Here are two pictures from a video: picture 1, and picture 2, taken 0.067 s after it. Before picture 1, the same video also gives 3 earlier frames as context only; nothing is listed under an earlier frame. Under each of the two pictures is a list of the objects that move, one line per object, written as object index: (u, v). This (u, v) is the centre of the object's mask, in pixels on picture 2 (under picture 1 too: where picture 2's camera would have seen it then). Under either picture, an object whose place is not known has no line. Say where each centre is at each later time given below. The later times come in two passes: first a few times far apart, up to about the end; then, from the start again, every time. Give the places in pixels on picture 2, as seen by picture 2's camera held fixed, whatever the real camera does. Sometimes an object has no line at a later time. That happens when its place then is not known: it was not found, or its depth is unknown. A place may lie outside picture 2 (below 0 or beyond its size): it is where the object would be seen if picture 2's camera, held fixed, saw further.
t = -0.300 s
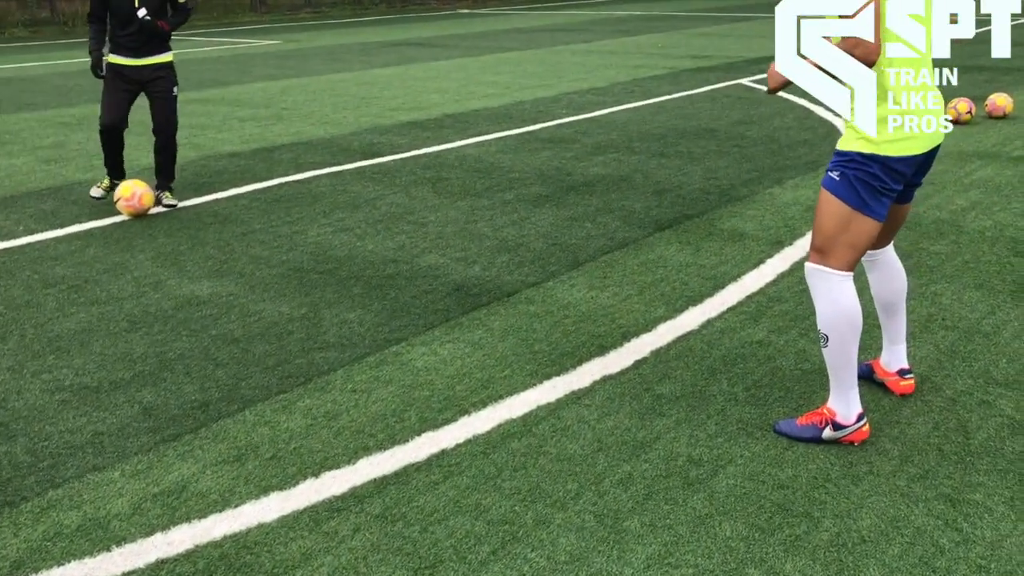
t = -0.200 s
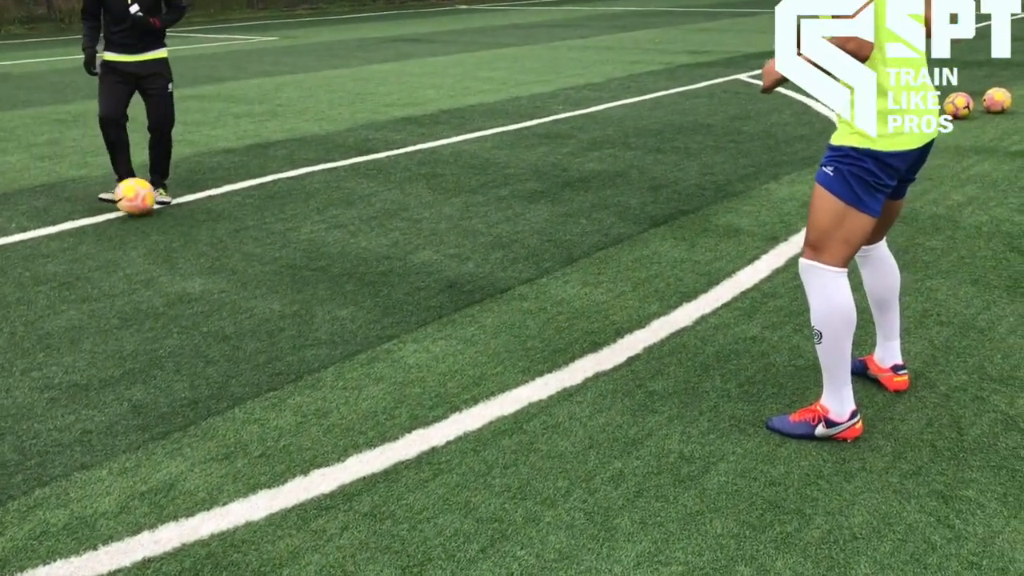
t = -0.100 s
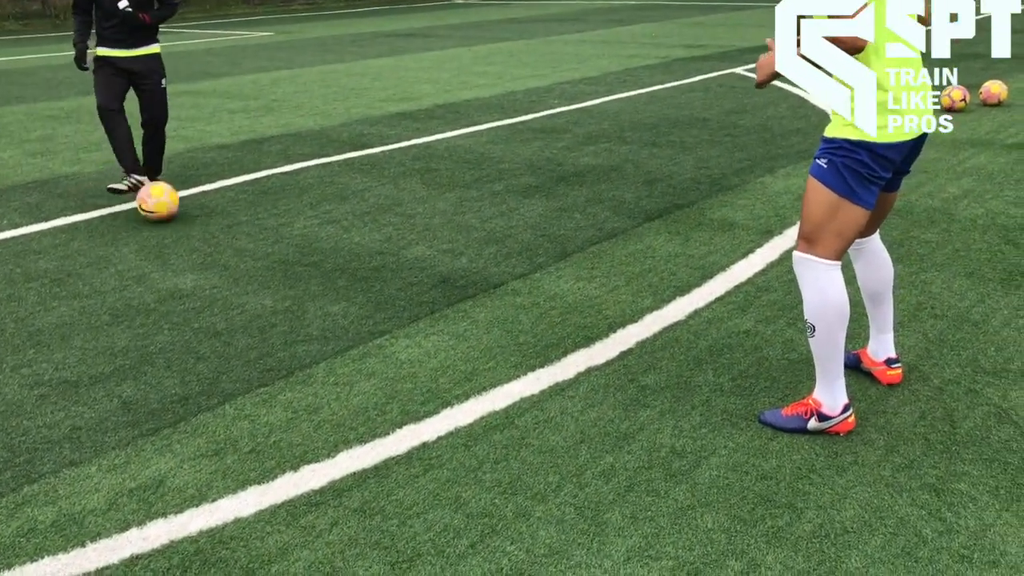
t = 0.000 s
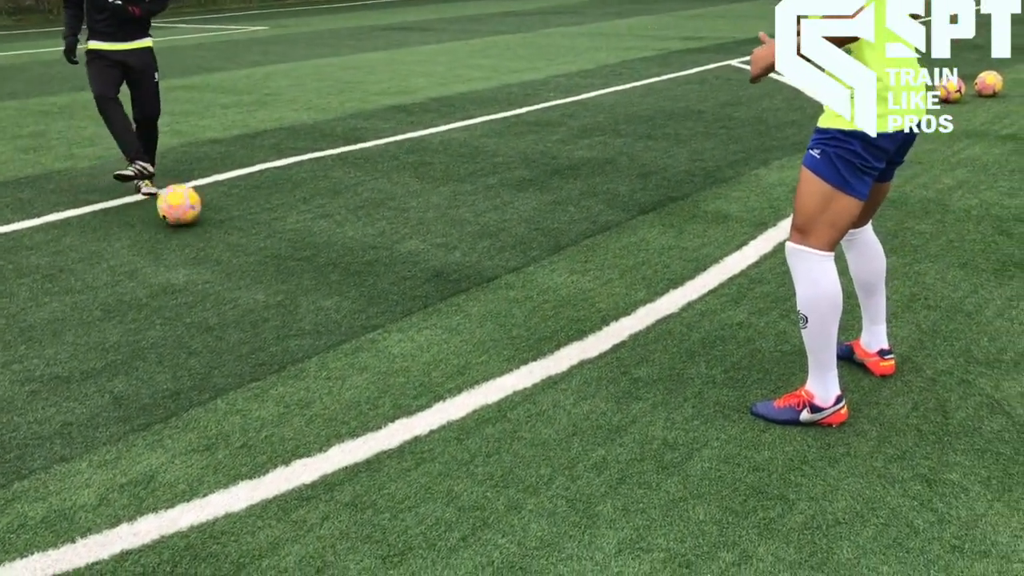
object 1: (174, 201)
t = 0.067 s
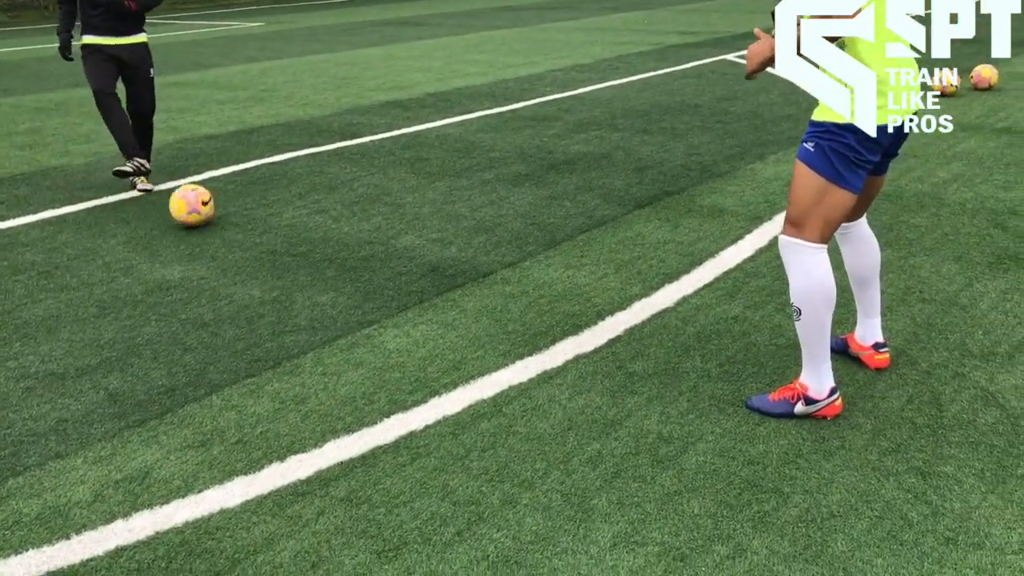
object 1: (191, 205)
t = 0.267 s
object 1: (242, 221)
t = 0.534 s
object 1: (314, 242)
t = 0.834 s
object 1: (405, 270)
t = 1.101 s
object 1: (494, 298)
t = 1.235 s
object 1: (543, 315)
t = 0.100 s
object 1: (199, 207)
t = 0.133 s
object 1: (207, 211)
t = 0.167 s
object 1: (215, 214)
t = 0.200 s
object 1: (224, 216)
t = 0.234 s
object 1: (233, 219)
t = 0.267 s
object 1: (242, 221)
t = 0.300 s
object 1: (250, 224)
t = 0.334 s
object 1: (259, 226)
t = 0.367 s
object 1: (268, 228)
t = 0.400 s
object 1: (276, 231)
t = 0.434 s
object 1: (285, 234)
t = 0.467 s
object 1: (295, 237)
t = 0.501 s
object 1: (304, 239)
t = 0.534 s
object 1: (314, 242)
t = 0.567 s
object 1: (324, 245)
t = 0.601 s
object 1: (334, 248)
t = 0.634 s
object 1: (343, 251)
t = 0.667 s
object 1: (353, 254)
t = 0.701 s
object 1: (363, 257)
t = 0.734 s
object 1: (373, 260)
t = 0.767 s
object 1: (383, 263)
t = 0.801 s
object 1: (394, 267)
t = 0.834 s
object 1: (405, 270)
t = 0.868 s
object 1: (415, 273)
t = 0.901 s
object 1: (426, 275)
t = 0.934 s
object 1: (437, 279)
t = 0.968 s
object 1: (449, 284)
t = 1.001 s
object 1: (460, 286)
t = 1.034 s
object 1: (471, 291)
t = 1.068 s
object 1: (482, 294)
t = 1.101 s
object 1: (494, 298)
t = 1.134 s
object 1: (506, 303)
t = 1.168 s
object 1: (518, 305)
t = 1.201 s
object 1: (530, 310)
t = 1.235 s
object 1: (543, 315)
